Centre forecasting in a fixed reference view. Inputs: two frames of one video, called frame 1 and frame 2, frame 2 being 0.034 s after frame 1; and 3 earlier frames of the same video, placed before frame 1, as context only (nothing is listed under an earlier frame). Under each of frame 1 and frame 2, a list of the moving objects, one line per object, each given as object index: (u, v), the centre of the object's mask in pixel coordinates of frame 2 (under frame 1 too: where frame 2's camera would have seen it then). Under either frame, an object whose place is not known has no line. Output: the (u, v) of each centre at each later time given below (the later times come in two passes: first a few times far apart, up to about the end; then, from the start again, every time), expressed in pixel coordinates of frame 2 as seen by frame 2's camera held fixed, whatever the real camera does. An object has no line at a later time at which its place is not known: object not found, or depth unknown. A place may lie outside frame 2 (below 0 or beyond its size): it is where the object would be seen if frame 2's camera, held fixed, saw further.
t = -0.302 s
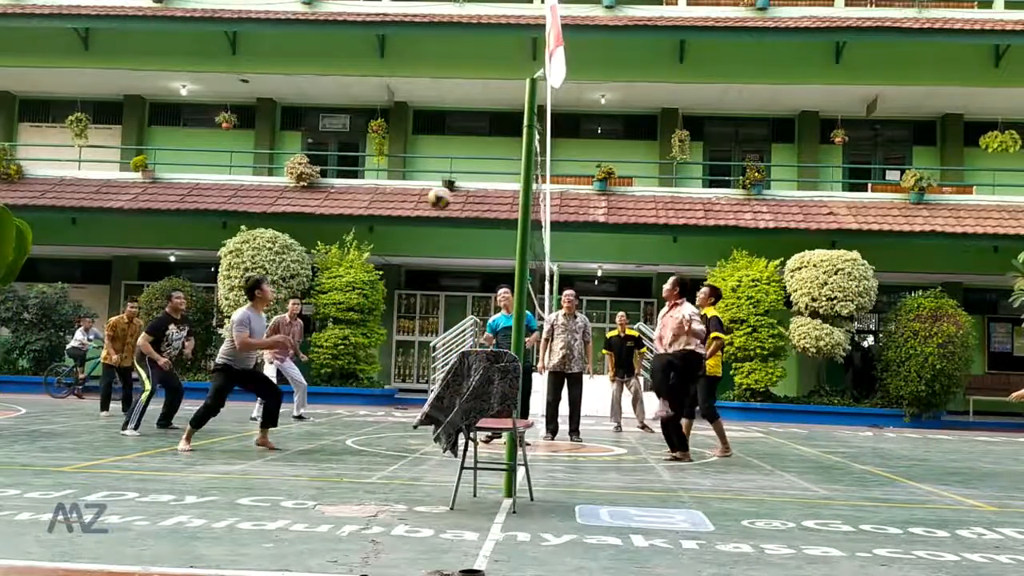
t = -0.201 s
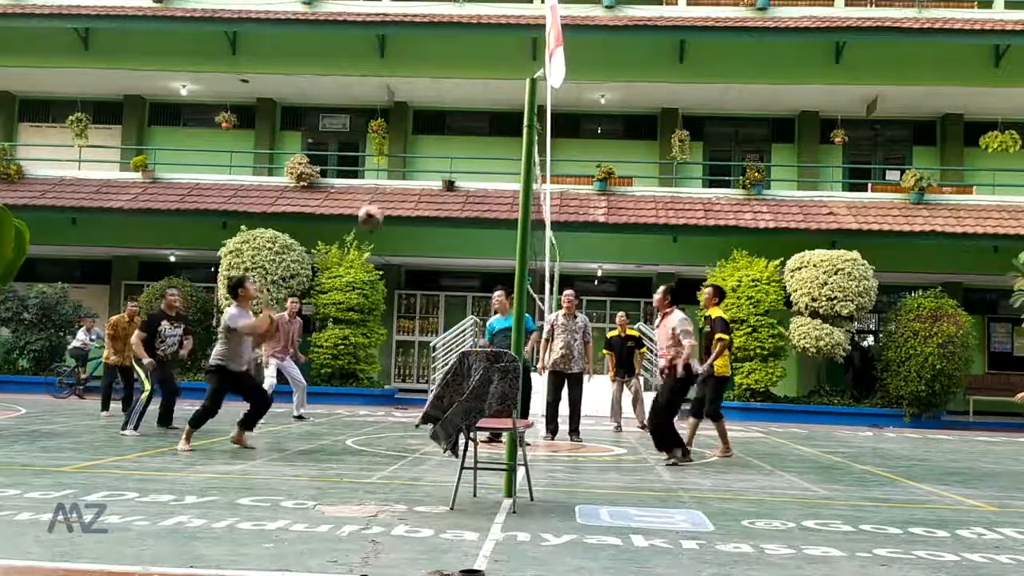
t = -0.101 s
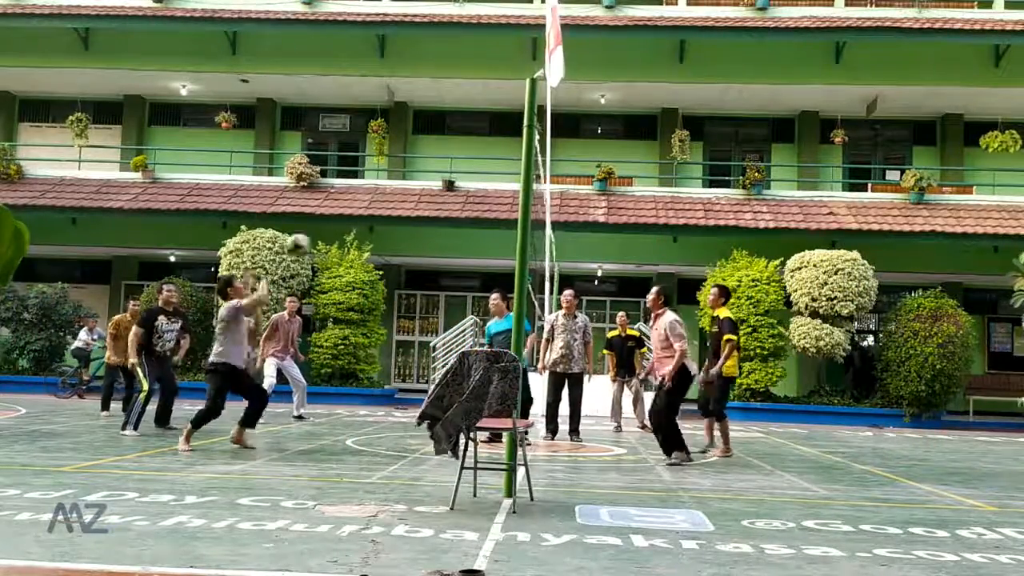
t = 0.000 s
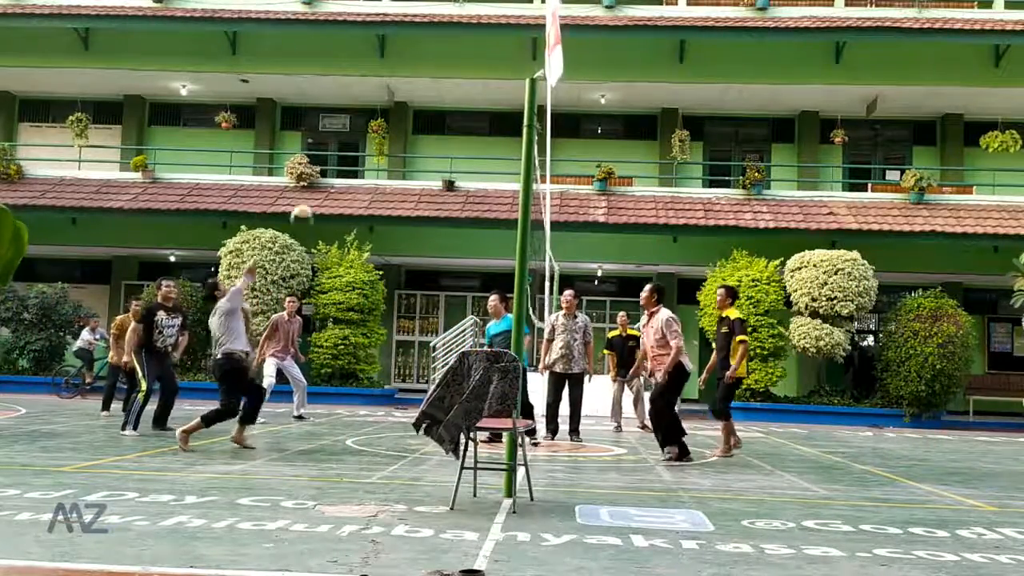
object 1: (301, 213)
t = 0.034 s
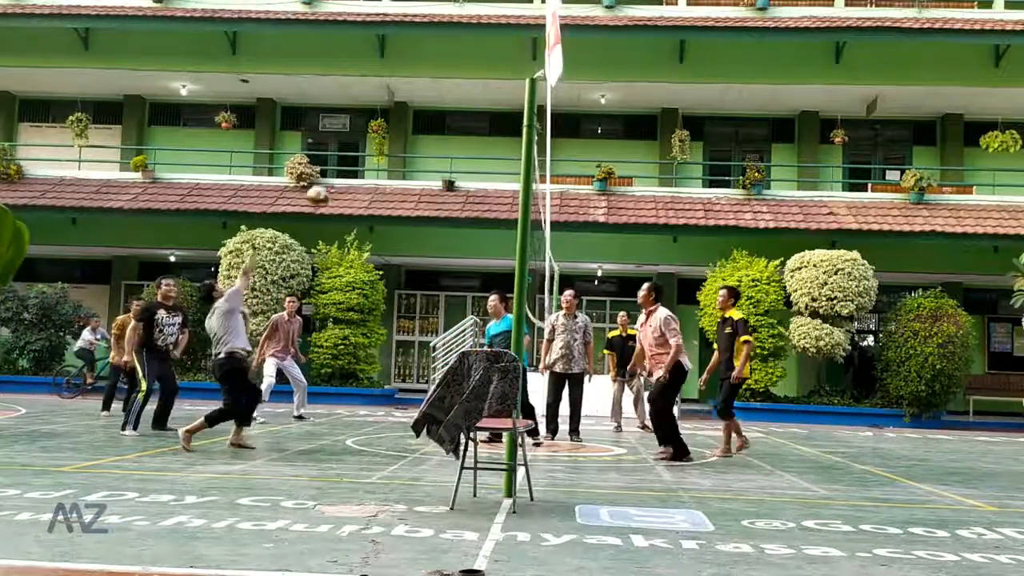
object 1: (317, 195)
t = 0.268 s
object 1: (404, 109)
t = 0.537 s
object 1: (481, 84)
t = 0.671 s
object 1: (512, 92)
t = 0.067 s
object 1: (331, 180)
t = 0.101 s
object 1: (345, 166)
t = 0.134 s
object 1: (356, 149)
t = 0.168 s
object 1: (369, 138)
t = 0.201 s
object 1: (382, 127)
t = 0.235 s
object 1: (393, 118)
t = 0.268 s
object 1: (404, 109)
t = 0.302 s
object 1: (414, 103)
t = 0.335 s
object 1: (426, 96)
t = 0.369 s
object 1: (435, 92)
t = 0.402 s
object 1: (446, 88)
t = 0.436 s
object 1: (455, 85)
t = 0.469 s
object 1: (463, 84)
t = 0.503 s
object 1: (473, 84)
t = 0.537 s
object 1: (481, 84)
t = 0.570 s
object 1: (490, 84)
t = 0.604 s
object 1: (497, 86)
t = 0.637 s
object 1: (504, 88)
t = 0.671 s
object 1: (512, 92)
